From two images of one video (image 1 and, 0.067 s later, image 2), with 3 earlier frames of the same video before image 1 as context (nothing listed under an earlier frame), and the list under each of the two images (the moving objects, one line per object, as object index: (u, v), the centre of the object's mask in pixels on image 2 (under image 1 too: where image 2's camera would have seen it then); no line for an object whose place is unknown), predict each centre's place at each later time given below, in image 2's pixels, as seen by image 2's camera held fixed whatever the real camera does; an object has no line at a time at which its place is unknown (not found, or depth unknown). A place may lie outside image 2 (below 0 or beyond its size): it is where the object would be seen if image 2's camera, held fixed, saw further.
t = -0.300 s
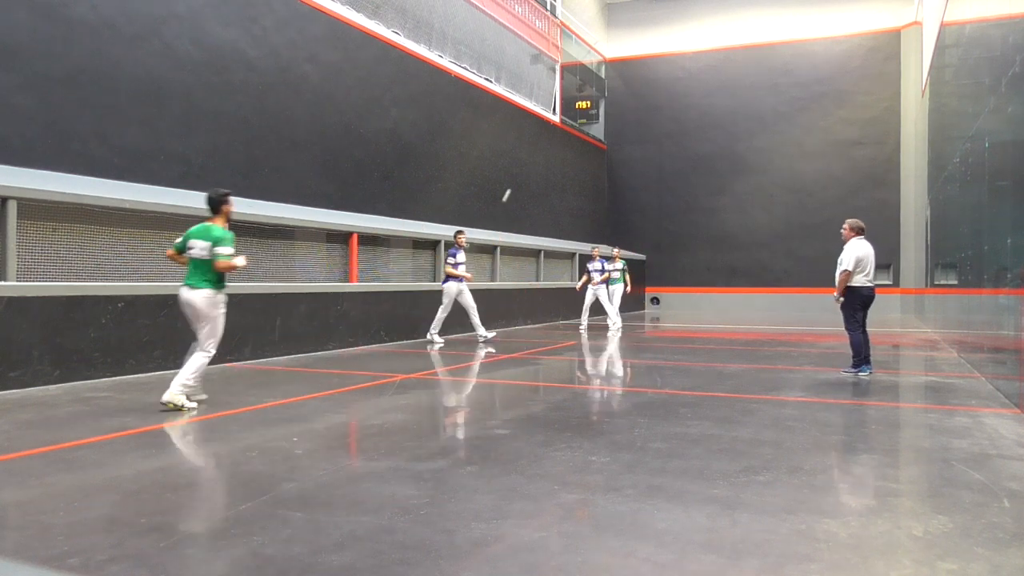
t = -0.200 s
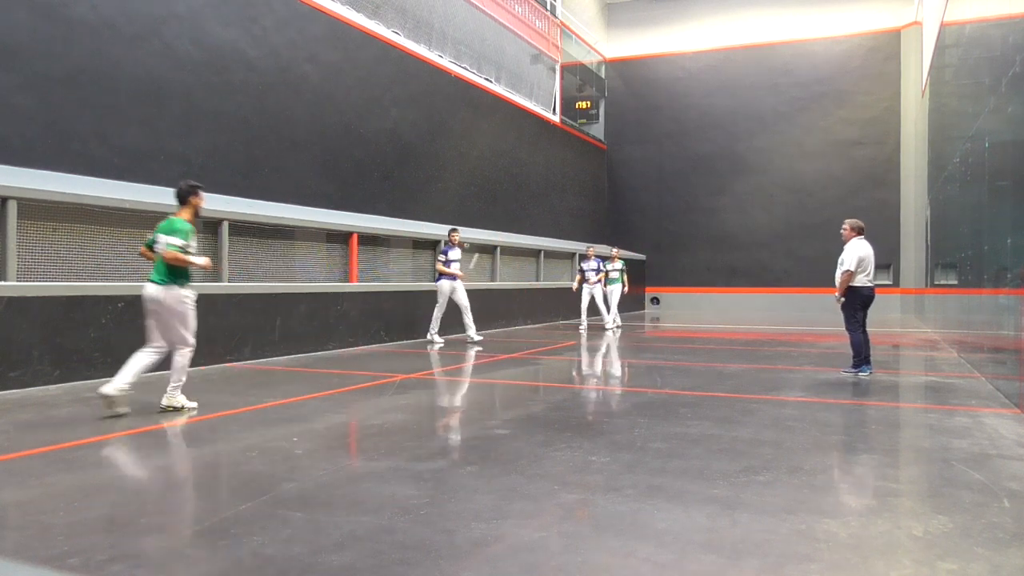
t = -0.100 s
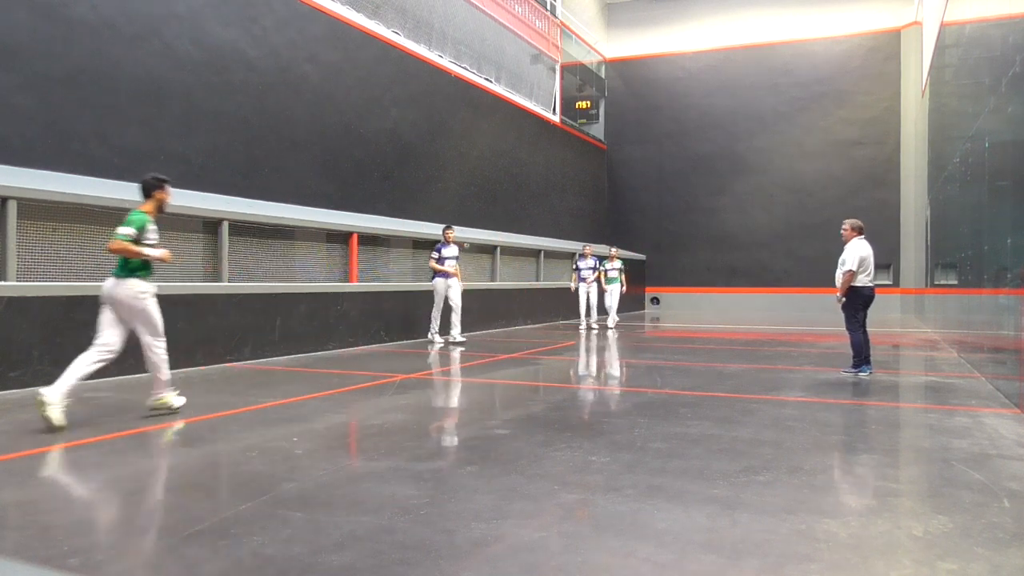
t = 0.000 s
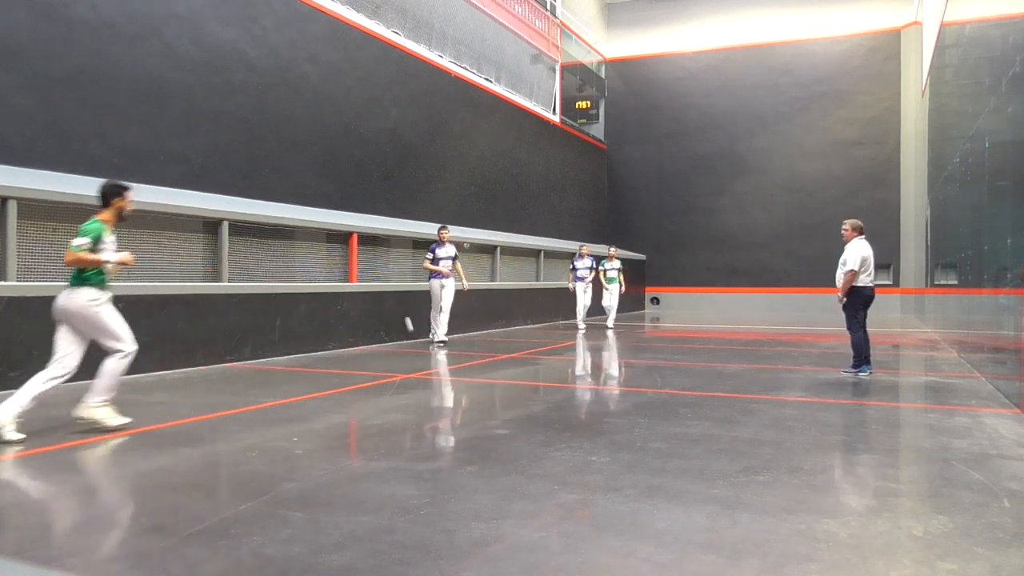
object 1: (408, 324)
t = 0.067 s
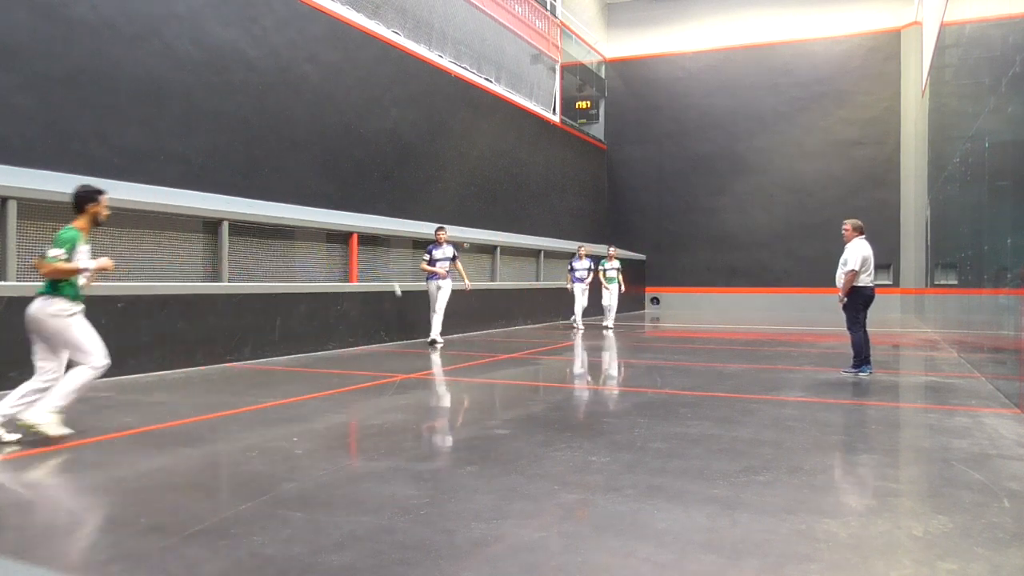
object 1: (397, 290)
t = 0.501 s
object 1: (283, 98)
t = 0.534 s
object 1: (277, 93)
